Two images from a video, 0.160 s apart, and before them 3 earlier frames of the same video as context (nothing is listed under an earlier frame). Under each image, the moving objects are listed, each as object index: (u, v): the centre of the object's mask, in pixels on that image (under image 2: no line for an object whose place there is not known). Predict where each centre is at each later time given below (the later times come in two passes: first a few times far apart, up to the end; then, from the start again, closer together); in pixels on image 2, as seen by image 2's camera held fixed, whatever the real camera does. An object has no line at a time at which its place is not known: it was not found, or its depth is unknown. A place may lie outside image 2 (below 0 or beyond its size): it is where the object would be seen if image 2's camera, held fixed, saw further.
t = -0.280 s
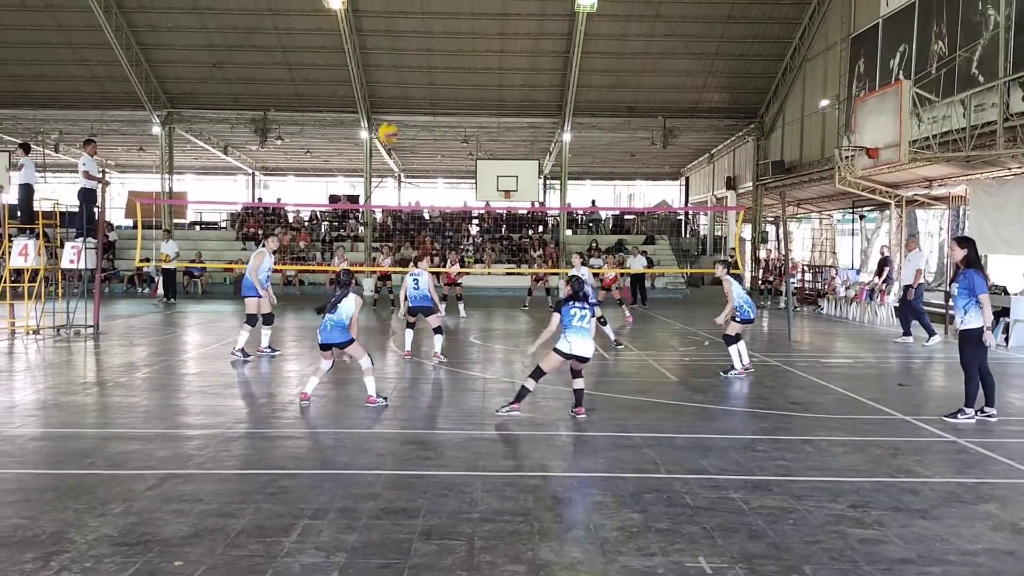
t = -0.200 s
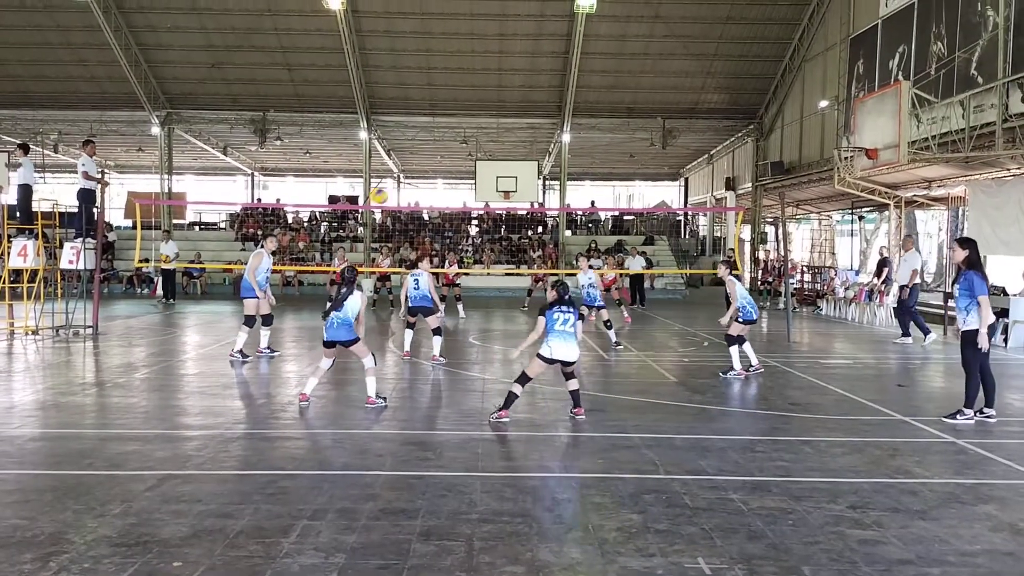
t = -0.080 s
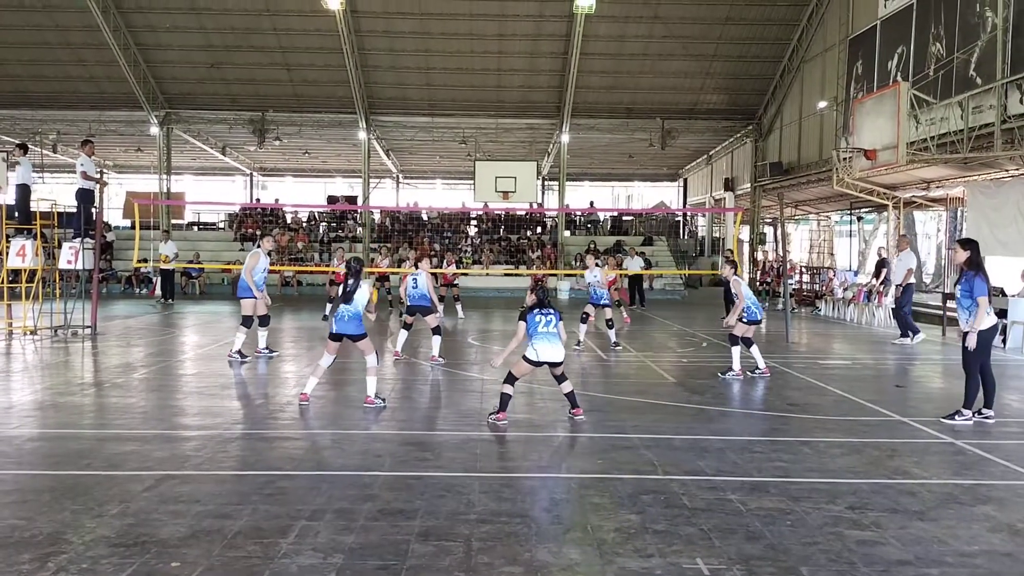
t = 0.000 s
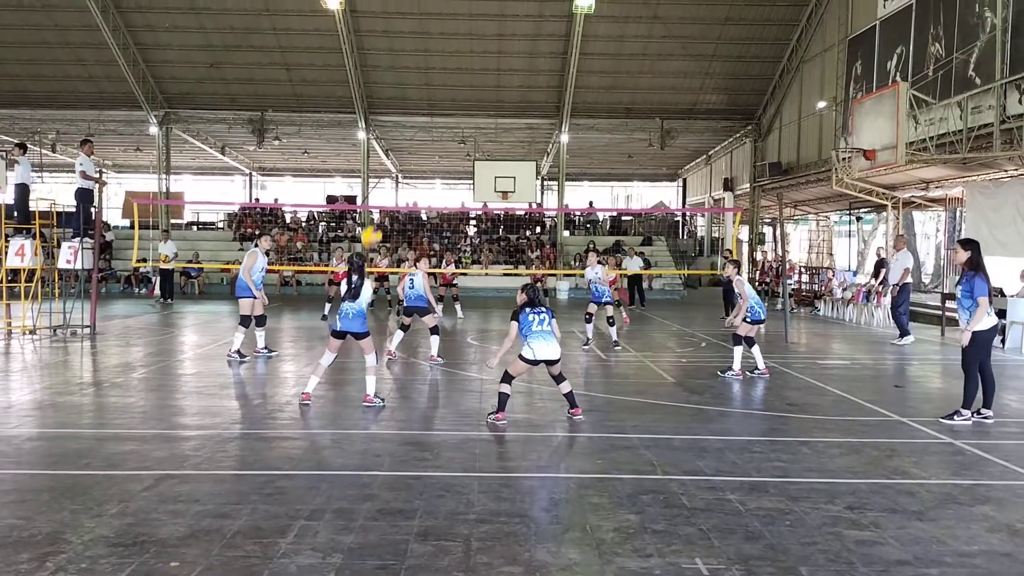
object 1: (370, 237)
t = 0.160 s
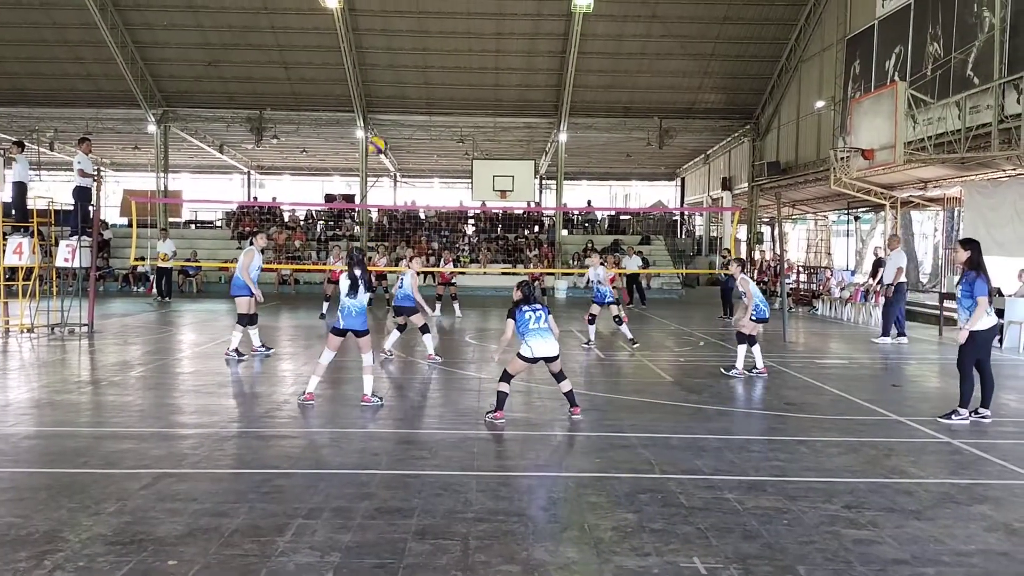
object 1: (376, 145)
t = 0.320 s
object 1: (388, 88)
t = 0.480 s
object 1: (395, 56)
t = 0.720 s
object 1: (406, 50)
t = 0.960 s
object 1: (414, 85)
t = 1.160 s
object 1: (421, 136)
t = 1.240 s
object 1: (423, 162)
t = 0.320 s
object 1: (388, 88)
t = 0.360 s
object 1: (390, 78)
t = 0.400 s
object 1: (392, 69)
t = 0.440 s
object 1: (393, 62)
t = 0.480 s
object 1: (395, 56)
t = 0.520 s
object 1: (397, 52)
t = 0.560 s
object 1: (399, 49)
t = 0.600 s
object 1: (401, 47)
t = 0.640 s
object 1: (402, 47)
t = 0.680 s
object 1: (404, 48)
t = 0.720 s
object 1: (406, 50)
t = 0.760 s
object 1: (407, 53)
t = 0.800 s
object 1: (409, 58)
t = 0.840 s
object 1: (411, 63)
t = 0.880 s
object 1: (412, 69)
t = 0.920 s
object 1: (413, 77)
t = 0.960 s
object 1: (414, 85)
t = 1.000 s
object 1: (416, 93)
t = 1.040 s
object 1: (417, 103)
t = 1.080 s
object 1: (418, 113)
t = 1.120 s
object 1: (421, 124)
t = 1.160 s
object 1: (421, 136)
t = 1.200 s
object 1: (423, 149)
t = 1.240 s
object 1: (423, 162)
